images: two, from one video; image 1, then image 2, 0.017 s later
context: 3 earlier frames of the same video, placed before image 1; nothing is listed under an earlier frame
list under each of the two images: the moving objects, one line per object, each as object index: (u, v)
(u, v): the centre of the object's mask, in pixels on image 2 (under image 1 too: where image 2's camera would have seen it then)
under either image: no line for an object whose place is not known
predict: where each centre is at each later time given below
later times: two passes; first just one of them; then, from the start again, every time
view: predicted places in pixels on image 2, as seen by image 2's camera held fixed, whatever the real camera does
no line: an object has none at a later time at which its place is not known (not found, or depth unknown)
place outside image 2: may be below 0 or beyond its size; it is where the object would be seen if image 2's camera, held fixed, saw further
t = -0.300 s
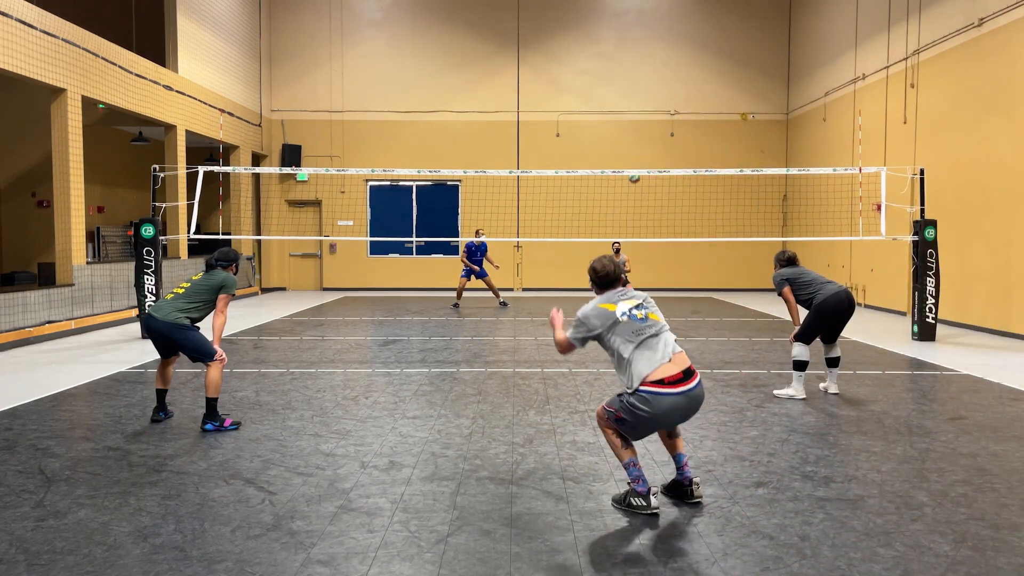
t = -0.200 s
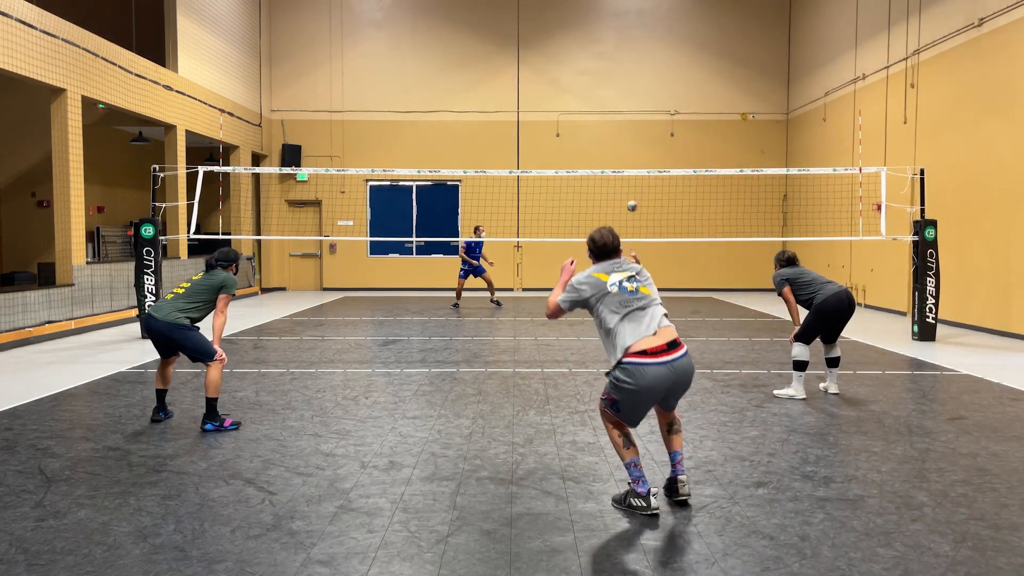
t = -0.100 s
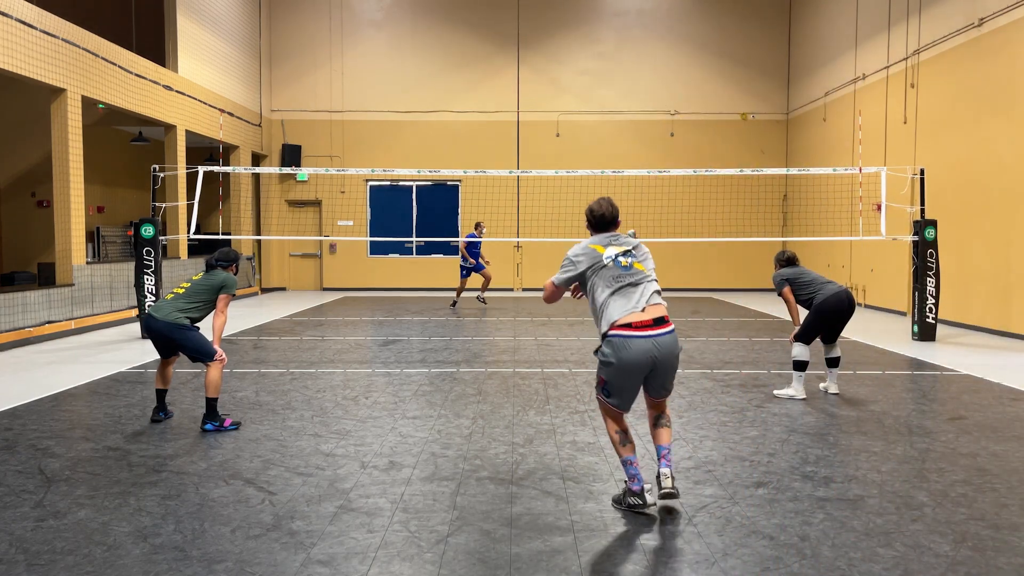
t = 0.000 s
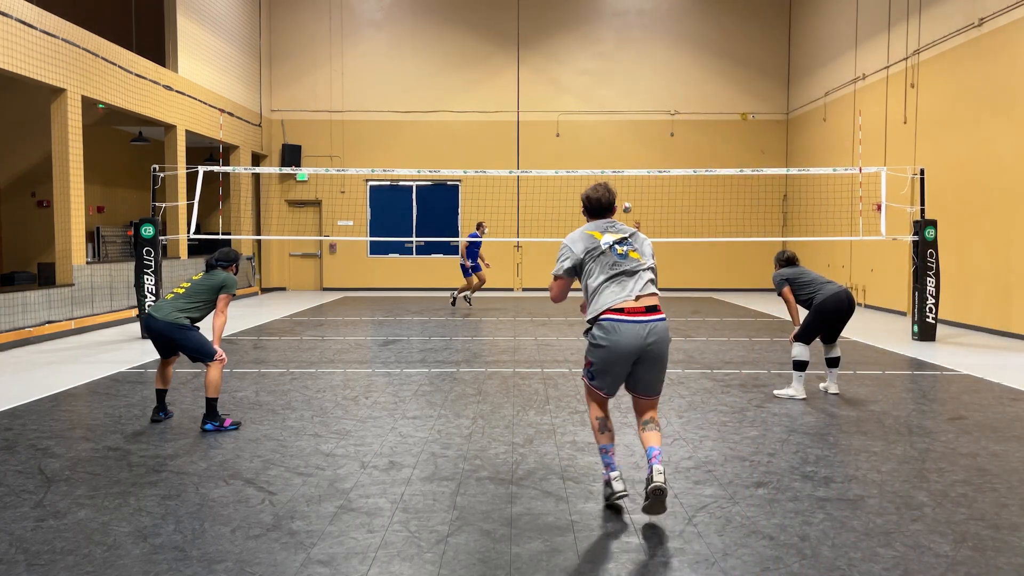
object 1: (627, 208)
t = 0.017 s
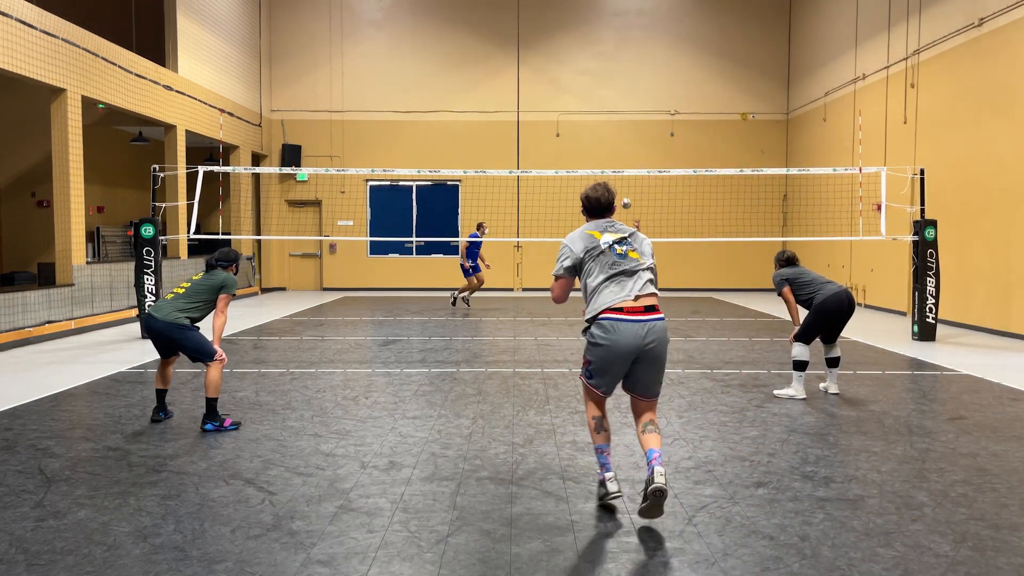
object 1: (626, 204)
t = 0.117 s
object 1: (623, 180)
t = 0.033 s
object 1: (625, 199)
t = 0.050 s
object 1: (625, 195)
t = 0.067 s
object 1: (624, 191)
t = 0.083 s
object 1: (623, 187)
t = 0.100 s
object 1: (623, 183)
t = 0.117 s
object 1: (623, 180)
